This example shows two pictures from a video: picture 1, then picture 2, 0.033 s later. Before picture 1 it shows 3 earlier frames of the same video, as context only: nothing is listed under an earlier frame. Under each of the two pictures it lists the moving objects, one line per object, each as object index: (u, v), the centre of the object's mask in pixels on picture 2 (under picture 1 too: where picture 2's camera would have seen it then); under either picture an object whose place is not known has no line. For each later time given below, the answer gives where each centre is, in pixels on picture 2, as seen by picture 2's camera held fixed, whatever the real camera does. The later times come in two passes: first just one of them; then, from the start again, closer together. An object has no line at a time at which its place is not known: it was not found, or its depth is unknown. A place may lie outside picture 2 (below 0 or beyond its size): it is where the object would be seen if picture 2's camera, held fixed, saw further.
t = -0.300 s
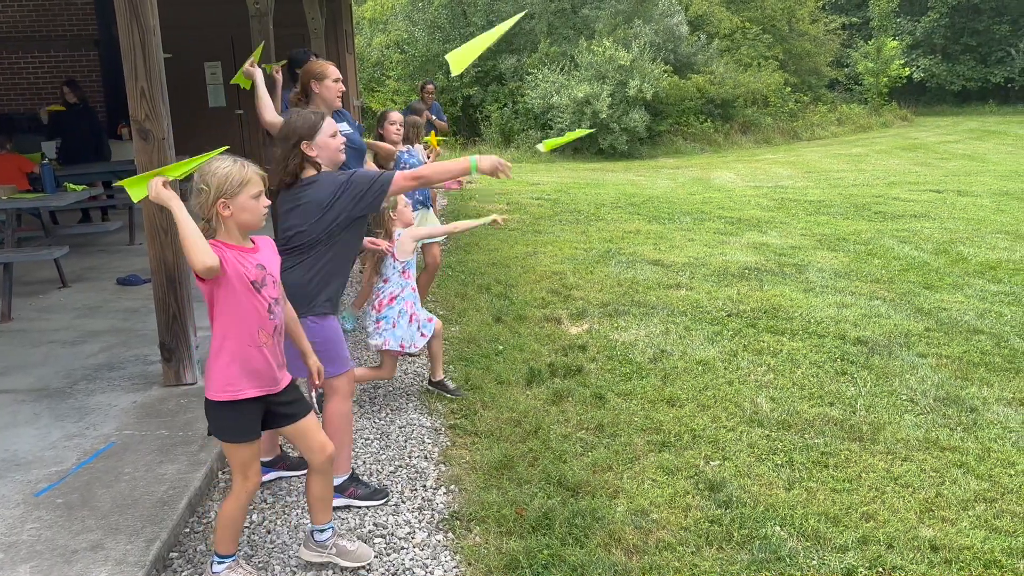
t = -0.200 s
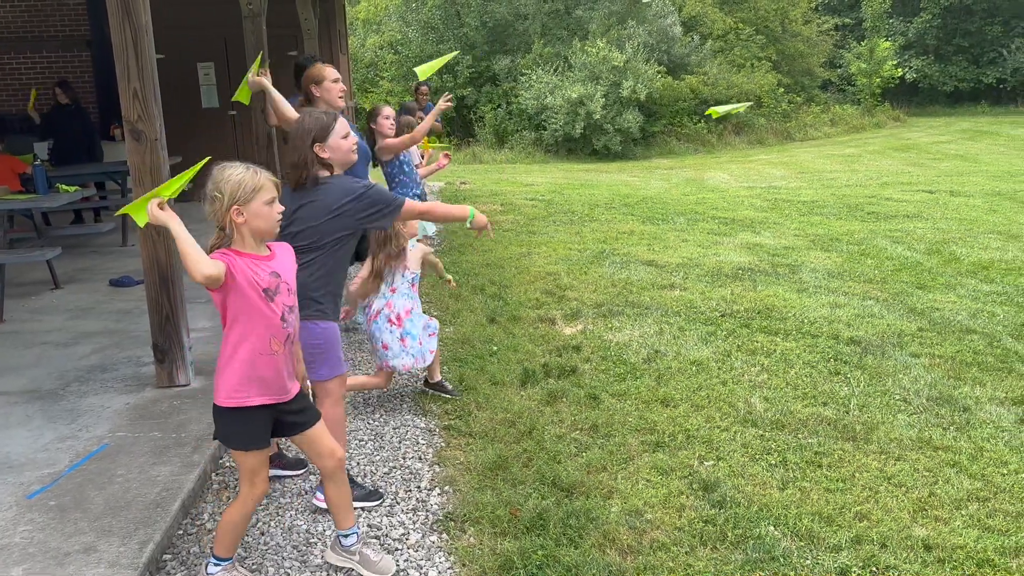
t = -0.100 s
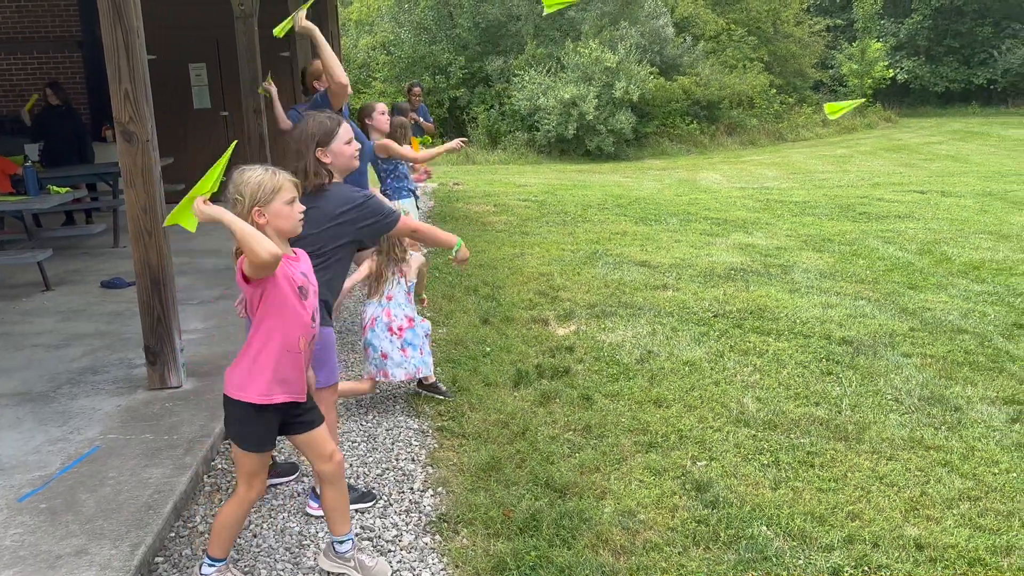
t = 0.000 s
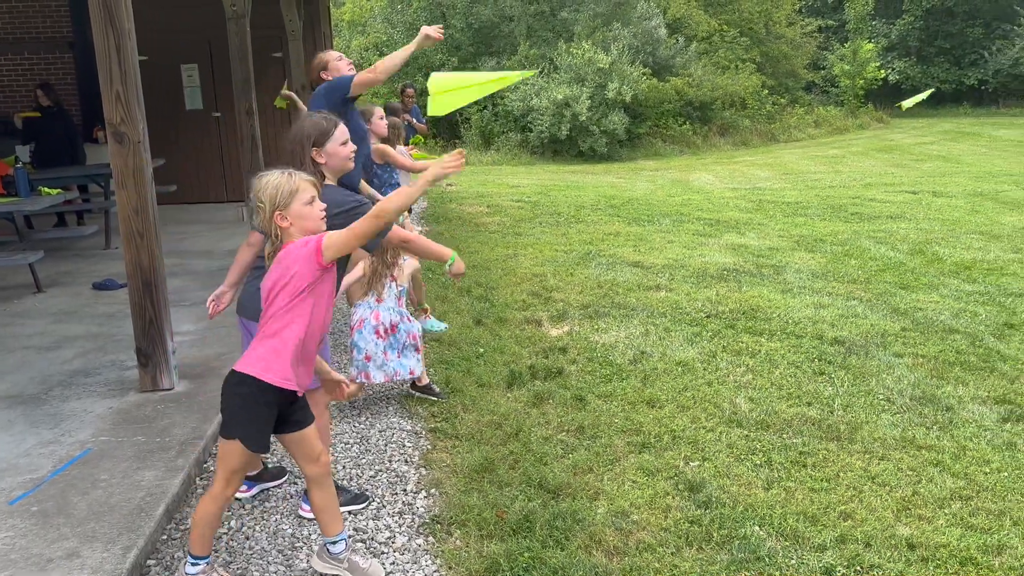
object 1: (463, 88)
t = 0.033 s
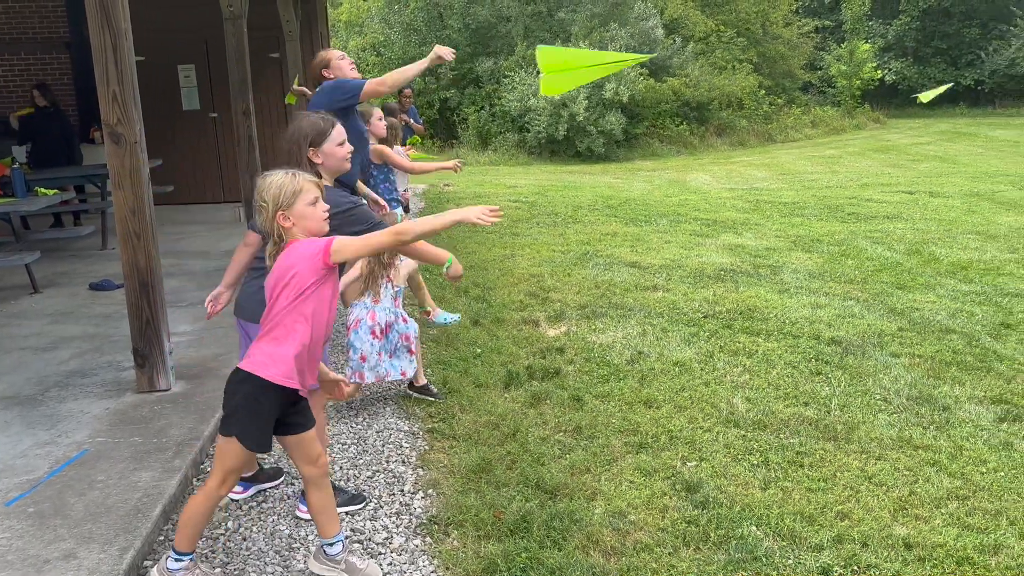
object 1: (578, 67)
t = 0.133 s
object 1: (947, 45)
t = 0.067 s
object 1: (700, 52)
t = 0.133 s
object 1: (947, 45)
